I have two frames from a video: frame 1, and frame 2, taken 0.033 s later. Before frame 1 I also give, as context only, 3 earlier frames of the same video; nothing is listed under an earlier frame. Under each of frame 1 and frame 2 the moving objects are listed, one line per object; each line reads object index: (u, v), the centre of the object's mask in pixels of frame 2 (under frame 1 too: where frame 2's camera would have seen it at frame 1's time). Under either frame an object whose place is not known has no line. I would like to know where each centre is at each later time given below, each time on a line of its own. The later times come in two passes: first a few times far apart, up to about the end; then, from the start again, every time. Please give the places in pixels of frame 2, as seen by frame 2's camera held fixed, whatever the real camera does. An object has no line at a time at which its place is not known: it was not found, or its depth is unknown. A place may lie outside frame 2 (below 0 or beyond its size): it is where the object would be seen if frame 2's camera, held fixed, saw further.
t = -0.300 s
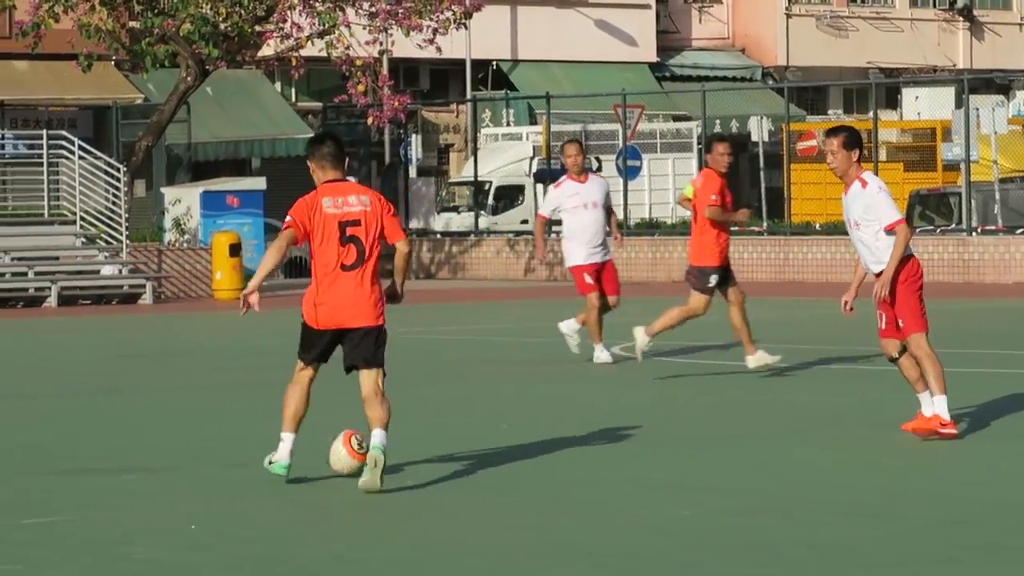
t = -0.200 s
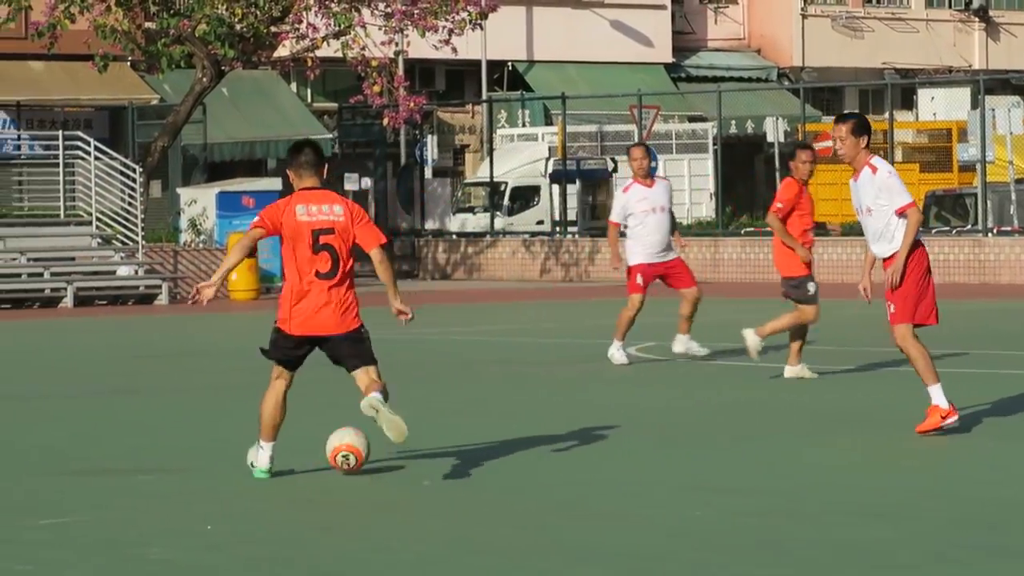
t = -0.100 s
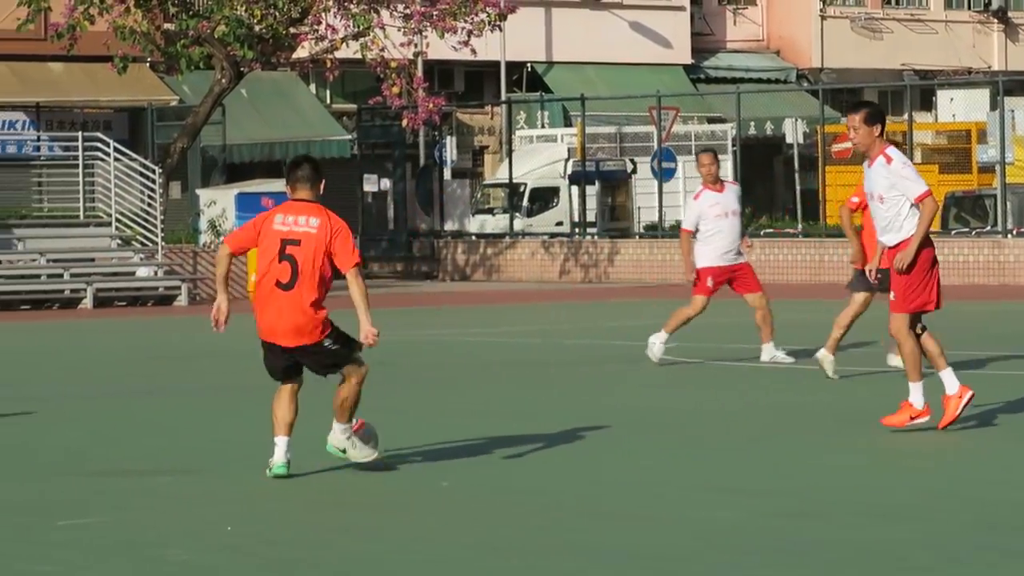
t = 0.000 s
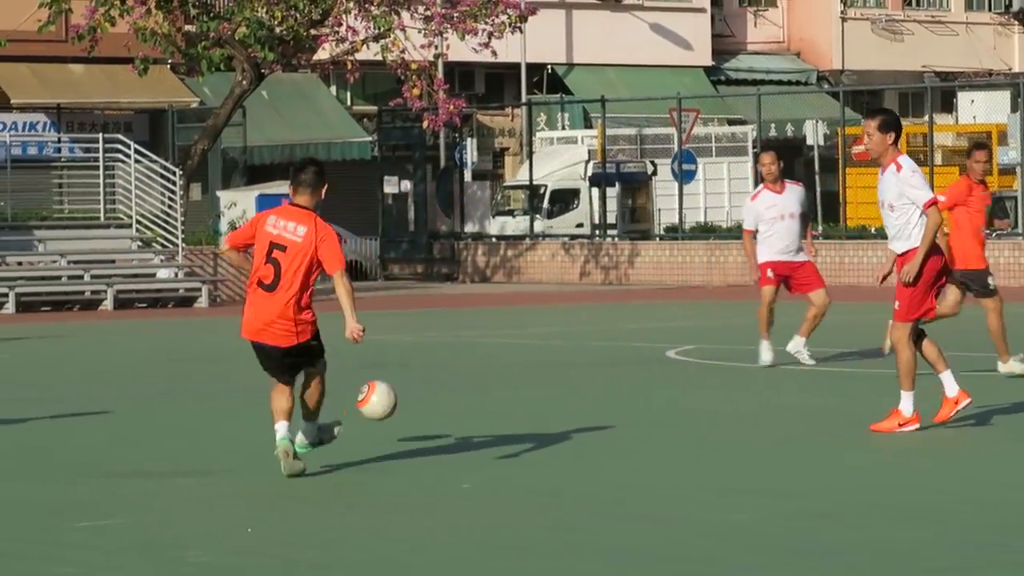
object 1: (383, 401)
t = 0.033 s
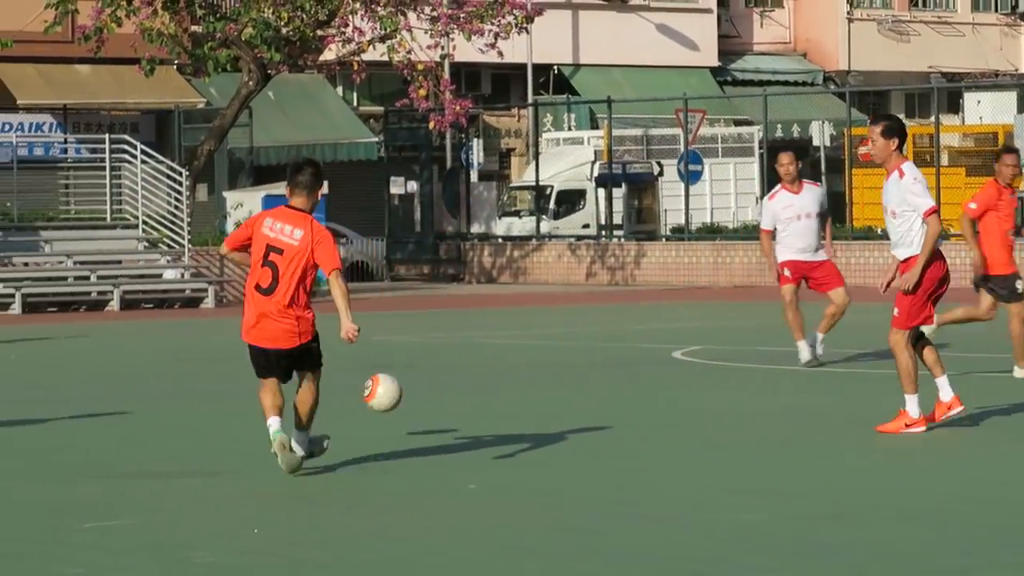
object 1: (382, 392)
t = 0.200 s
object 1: (374, 380)
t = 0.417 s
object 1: (365, 356)
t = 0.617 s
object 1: (357, 347)
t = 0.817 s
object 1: (349, 343)
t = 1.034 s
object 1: (340, 330)
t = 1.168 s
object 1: (334, 330)
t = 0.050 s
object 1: (382, 389)
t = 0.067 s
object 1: (381, 386)
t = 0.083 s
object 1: (380, 384)
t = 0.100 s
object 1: (379, 383)
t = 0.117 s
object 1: (378, 382)
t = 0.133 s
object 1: (377, 380)
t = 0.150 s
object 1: (376, 380)
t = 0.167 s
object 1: (375, 380)
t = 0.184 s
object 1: (374, 380)
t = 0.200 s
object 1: (374, 380)
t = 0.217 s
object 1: (373, 381)
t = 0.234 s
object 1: (372, 382)
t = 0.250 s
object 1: (372, 383)
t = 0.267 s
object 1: (371, 384)
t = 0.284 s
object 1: (370, 380)
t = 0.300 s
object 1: (369, 375)
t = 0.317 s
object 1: (368, 371)
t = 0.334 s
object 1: (368, 367)
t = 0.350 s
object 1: (368, 364)
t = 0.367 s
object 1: (367, 361)
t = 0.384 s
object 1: (366, 359)
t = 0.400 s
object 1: (366, 357)
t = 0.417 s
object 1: (365, 356)
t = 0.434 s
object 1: (364, 355)
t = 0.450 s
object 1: (364, 355)
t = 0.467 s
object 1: (363, 356)
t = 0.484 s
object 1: (362, 357)
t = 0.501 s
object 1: (362, 358)
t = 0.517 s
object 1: (362, 361)
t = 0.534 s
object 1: (361, 362)
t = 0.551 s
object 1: (360, 358)
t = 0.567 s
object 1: (359, 354)
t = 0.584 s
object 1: (358, 351)
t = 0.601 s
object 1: (358, 348)
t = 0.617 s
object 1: (357, 347)
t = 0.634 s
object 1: (356, 345)
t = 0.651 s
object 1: (356, 344)
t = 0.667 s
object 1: (355, 342)
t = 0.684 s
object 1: (354, 342)
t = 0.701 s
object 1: (354, 343)
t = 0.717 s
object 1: (353, 343)
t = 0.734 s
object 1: (353, 344)
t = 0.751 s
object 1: (352, 345)
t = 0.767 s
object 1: (351, 347)
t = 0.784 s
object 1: (351, 349)
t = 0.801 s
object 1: (350, 347)
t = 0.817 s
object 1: (349, 343)
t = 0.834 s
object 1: (349, 339)
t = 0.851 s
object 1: (348, 336)
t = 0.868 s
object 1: (347, 334)
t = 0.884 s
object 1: (346, 332)
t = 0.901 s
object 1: (345, 330)
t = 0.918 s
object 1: (345, 329)
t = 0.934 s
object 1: (344, 328)
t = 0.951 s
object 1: (343, 328)
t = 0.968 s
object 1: (342, 327)
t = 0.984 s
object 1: (342, 327)
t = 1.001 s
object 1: (341, 328)
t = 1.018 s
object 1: (340, 329)
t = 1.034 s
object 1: (340, 330)
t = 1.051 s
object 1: (339, 331)
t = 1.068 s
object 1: (339, 334)
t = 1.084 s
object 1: (338, 336)
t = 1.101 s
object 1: (337, 338)
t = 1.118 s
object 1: (336, 336)
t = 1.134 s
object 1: (336, 334)
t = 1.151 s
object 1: (335, 332)
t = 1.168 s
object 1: (334, 330)
